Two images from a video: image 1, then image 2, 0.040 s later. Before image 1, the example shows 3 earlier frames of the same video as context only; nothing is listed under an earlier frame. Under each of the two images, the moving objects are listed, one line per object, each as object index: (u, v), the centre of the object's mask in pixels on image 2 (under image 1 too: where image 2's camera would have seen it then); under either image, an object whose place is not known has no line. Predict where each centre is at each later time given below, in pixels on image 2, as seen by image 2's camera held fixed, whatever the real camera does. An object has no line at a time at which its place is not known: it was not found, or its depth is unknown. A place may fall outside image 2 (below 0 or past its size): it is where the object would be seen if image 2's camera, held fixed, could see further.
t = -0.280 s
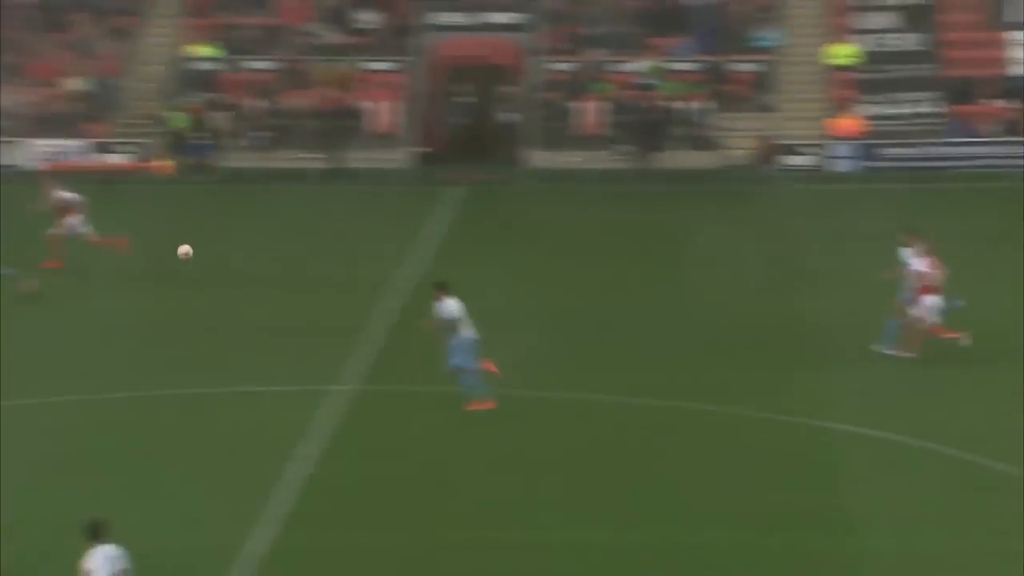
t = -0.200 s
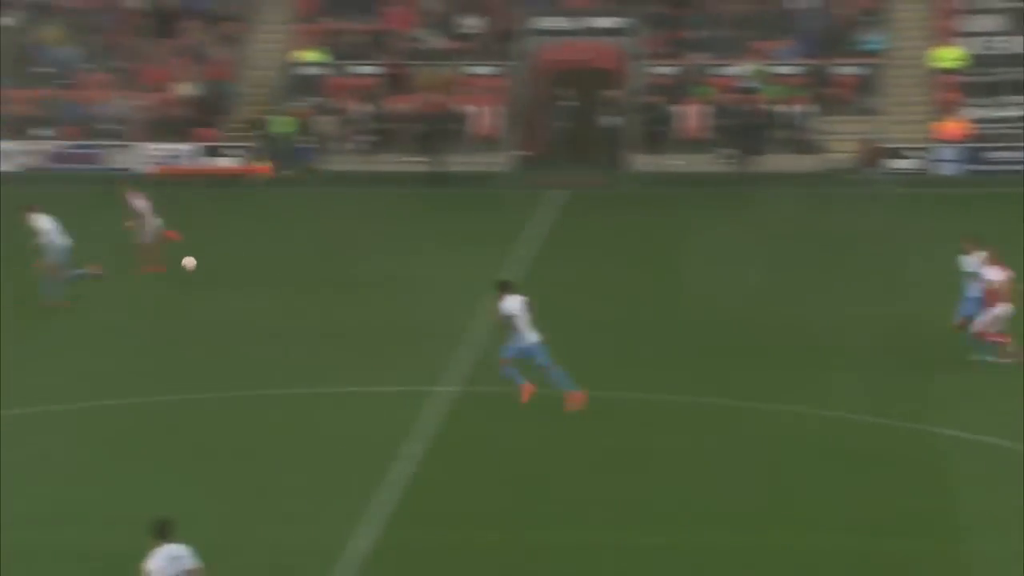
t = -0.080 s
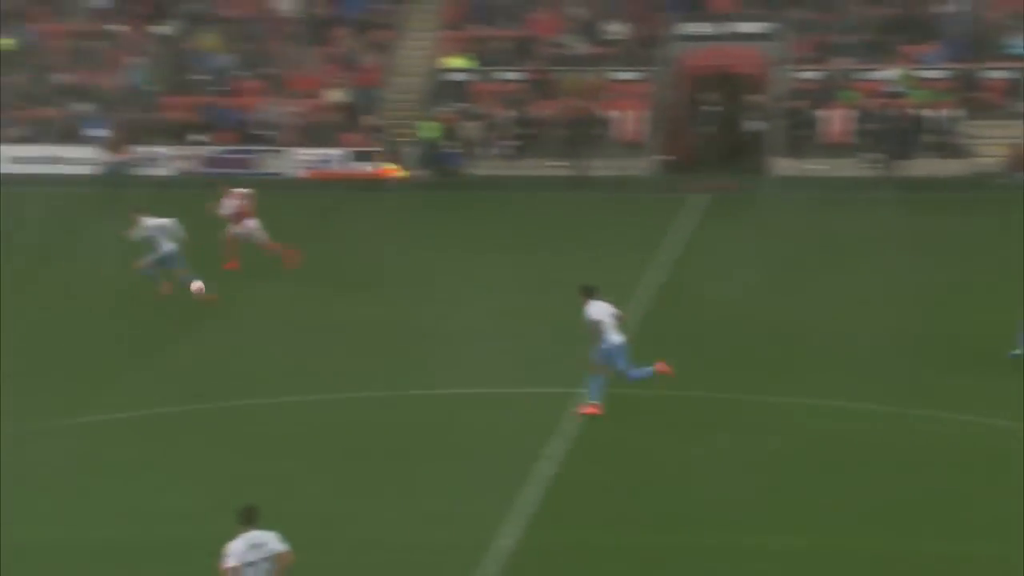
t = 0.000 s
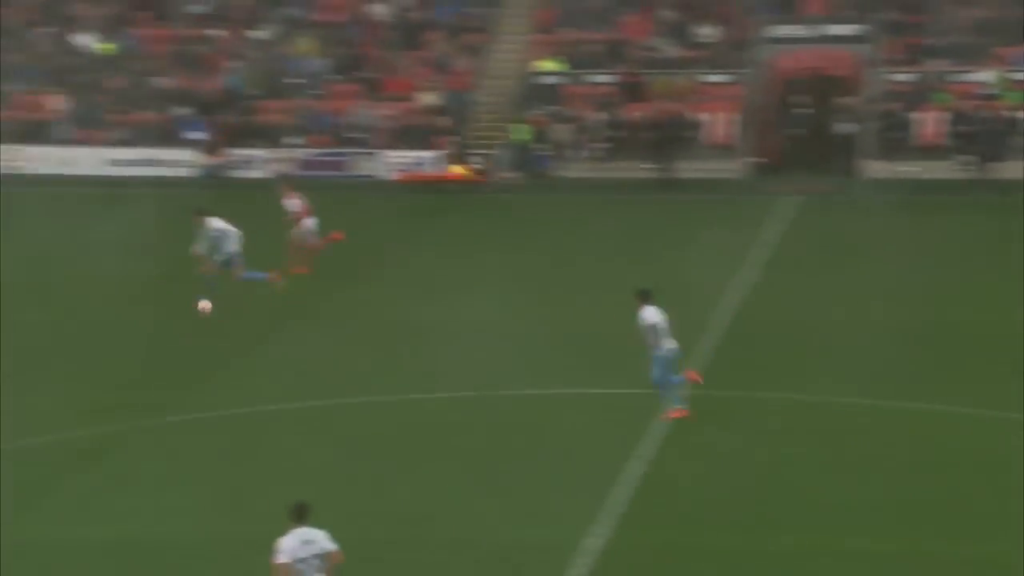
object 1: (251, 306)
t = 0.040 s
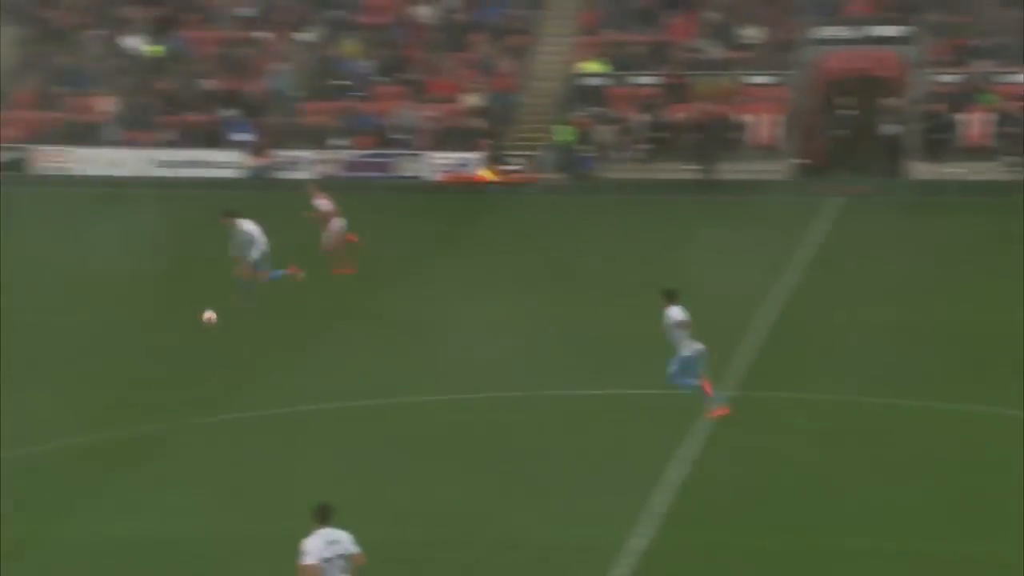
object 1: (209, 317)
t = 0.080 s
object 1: (168, 323)
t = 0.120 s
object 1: (132, 314)
